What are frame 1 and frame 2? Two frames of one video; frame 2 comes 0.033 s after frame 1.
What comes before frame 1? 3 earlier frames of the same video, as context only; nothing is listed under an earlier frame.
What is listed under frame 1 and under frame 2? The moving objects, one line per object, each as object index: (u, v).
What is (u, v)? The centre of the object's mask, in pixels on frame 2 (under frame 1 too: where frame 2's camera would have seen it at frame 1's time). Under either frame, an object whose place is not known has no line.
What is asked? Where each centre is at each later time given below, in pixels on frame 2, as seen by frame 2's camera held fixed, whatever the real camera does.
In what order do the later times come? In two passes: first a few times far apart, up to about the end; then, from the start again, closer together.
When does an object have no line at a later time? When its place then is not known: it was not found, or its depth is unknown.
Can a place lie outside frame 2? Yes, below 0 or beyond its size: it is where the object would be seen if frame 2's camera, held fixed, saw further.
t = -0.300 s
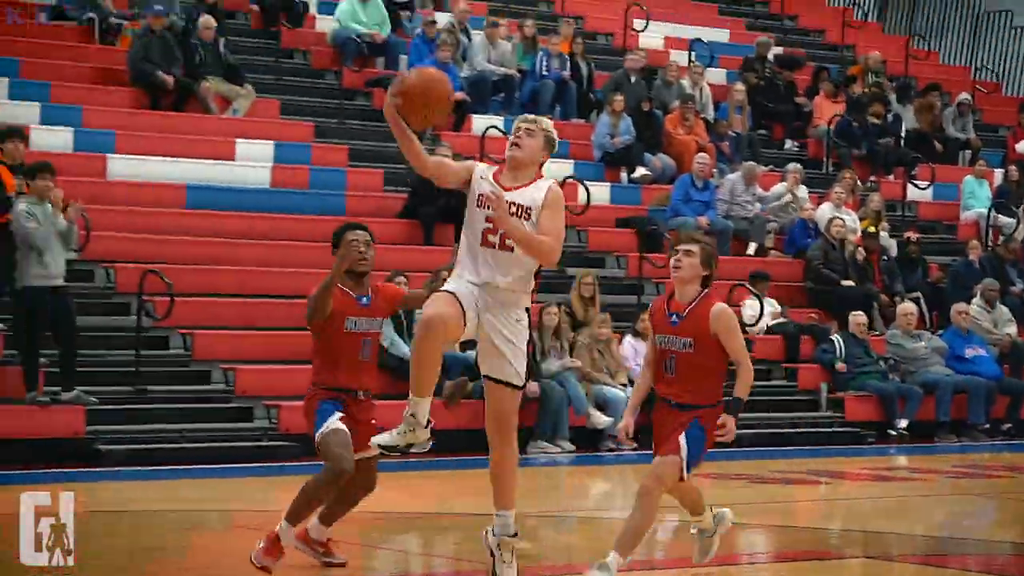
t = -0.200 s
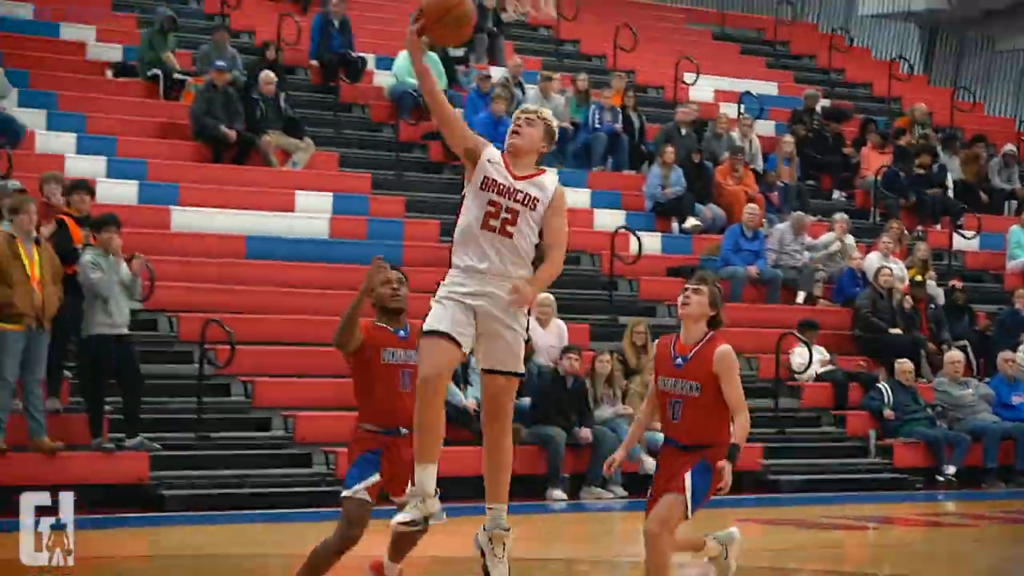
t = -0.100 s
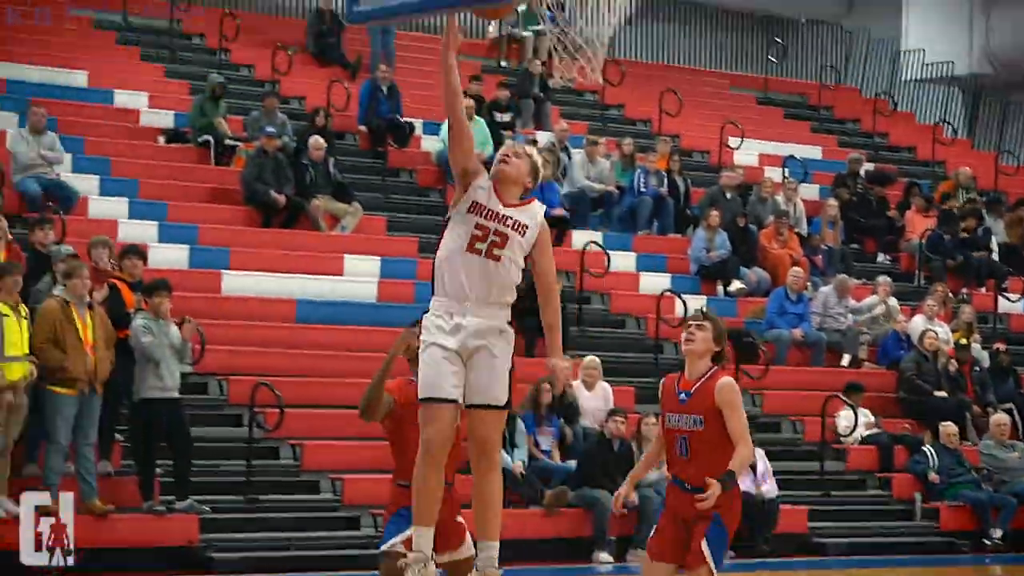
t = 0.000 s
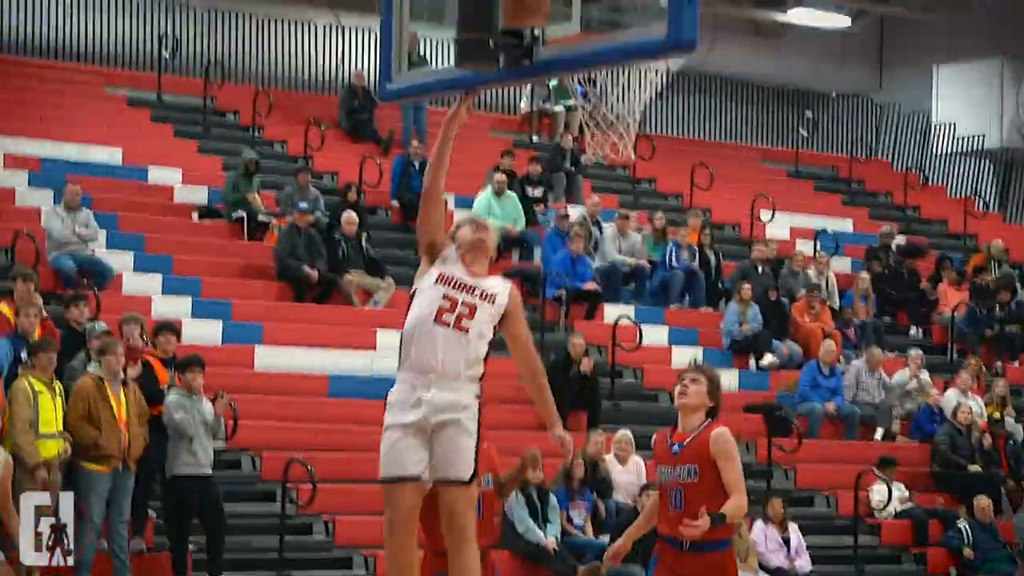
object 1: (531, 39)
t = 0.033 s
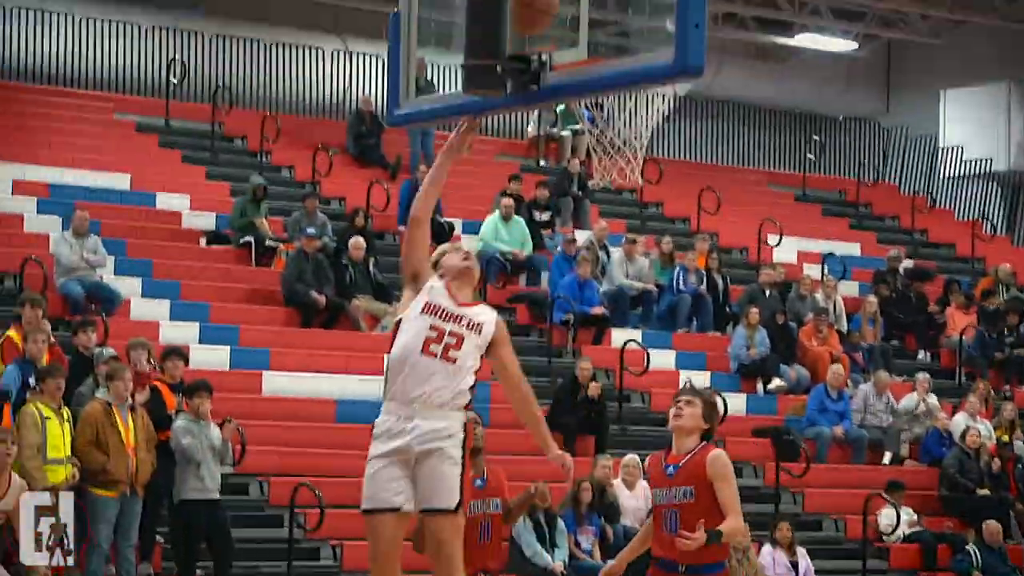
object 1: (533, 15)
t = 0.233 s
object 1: (581, -18)
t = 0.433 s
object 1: (640, 47)
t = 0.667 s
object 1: (588, 225)
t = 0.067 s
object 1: (533, -5)
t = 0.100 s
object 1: (541, -14)
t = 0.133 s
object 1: (552, -17)
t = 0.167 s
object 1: (558, -19)
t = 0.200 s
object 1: (569, -20)
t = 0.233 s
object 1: (581, -18)
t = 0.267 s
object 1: (594, -11)
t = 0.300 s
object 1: (610, -1)
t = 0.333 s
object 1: (615, 11)
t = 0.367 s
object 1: (623, 27)
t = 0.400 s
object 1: (633, 37)
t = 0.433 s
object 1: (640, 47)
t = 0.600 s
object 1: (606, 173)
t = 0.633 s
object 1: (596, 197)
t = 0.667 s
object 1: (588, 225)
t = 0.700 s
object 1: (580, 257)
